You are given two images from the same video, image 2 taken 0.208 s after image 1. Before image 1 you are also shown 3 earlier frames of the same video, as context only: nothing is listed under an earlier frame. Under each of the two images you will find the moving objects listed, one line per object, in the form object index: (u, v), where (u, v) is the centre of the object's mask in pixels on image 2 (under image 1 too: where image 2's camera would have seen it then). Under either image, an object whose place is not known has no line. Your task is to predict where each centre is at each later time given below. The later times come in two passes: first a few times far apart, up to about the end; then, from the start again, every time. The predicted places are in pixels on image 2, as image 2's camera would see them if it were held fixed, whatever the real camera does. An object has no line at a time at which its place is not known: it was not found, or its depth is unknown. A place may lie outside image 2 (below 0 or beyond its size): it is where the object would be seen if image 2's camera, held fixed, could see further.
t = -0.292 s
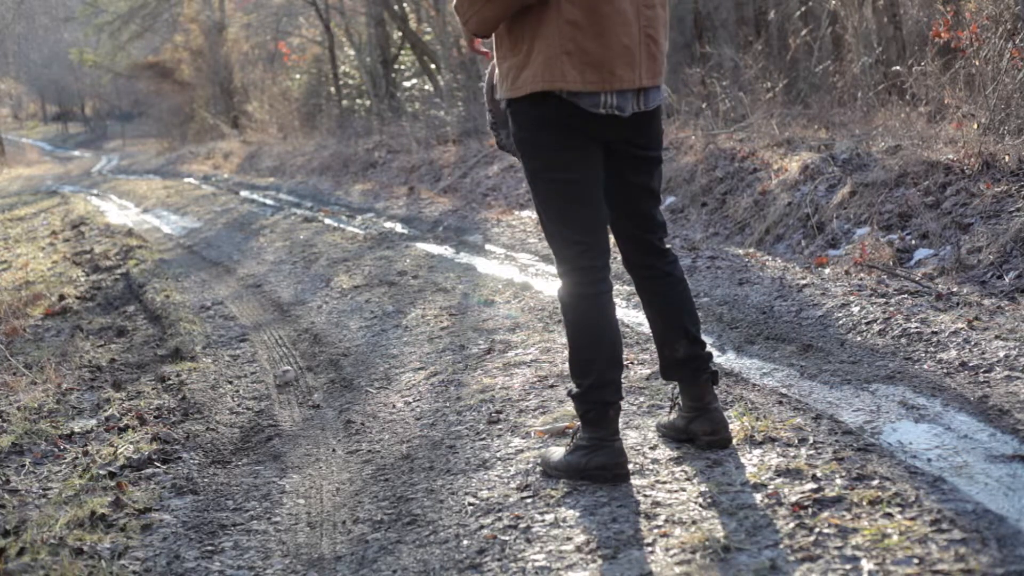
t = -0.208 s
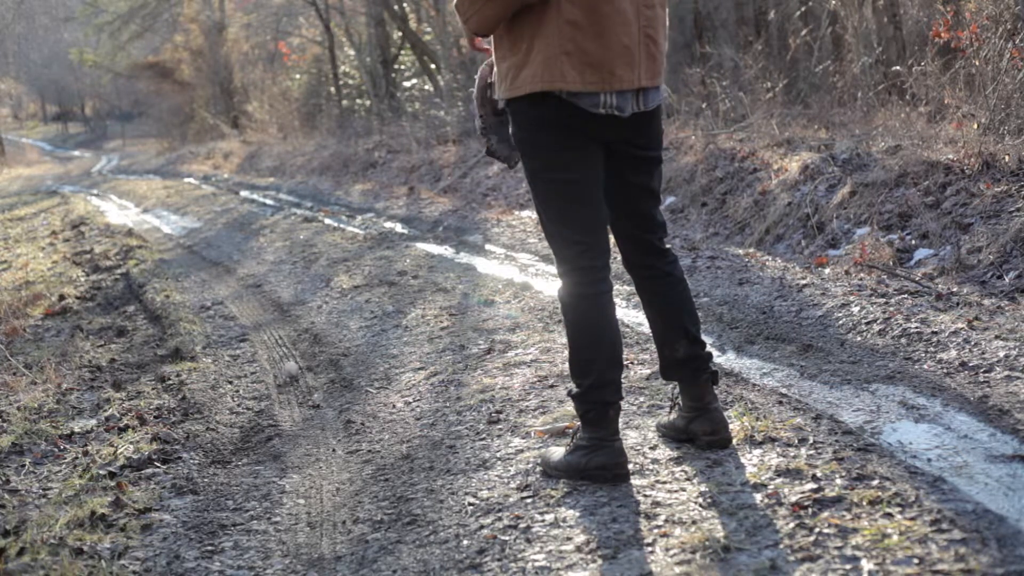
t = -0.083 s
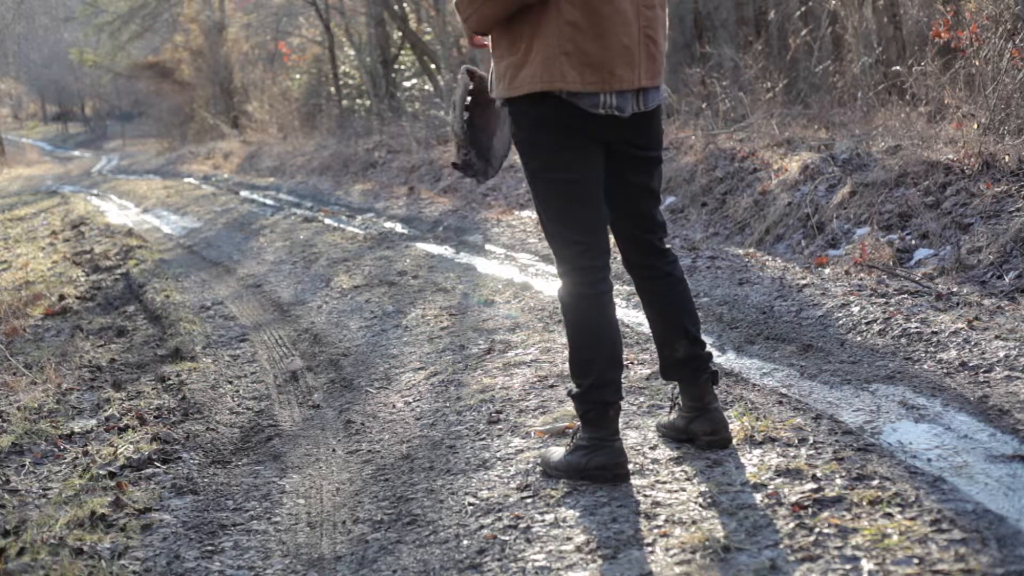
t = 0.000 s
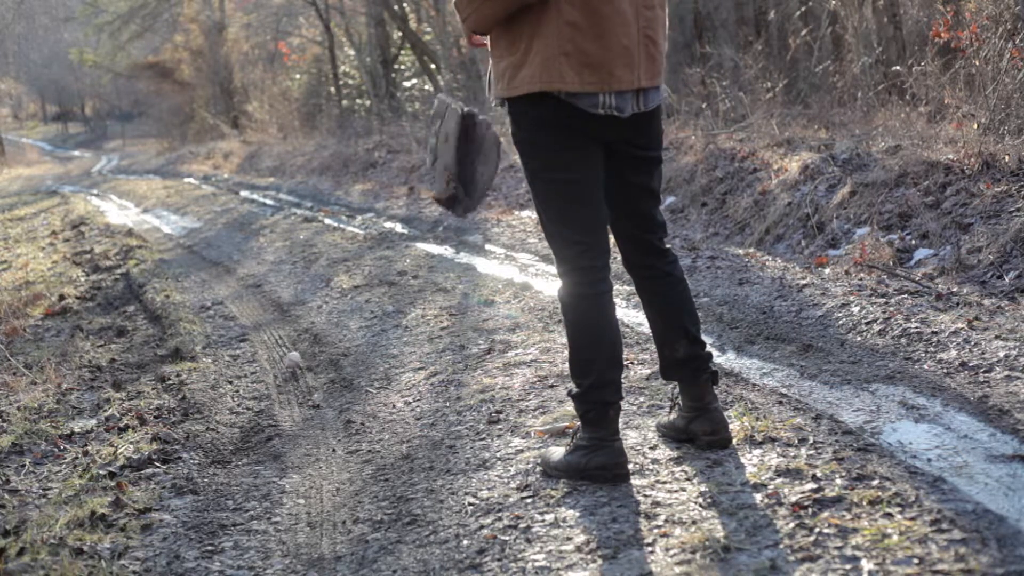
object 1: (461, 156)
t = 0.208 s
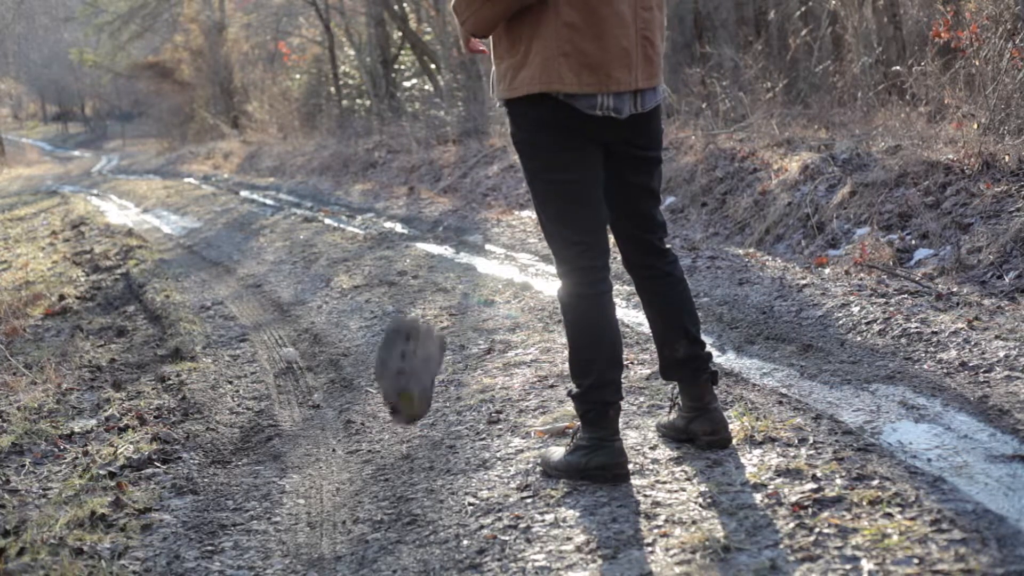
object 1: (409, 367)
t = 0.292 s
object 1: (396, 491)
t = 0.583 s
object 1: (405, 528)
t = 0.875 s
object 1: (424, 539)
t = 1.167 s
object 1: (427, 538)
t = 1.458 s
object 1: (427, 538)
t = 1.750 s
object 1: (427, 537)
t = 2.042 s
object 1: (427, 537)
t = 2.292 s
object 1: (427, 537)
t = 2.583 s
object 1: (428, 537)
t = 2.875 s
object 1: (428, 537)
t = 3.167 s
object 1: (428, 537)
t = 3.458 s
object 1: (428, 537)
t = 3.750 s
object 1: (428, 537)
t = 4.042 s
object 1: (428, 537)
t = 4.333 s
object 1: (428, 537)
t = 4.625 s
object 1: (428, 537)
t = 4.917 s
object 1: (428, 537)
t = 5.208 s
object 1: (428, 537)
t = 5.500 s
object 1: (428, 537)
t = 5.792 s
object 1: (428, 537)
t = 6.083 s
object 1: (427, 537)
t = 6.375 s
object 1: (427, 538)
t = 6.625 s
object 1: (427, 538)
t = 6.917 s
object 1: (427, 538)
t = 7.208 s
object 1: (427, 538)
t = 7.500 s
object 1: (427, 538)
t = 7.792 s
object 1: (427, 538)
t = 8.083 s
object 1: (427, 538)
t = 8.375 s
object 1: (427, 537)
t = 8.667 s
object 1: (427, 537)
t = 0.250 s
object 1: (401, 435)
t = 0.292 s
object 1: (396, 491)
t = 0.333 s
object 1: (388, 499)
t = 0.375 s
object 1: (384, 513)
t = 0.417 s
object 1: (384, 518)
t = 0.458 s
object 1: (386, 519)
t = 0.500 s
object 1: (390, 520)
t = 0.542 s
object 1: (396, 522)
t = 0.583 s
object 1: (405, 528)
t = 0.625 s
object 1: (413, 540)
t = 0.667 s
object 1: (417, 541)
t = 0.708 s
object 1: (421, 537)
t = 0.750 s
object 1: (422, 536)
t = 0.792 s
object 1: (422, 537)
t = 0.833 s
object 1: (423, 540)
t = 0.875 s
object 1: (424, 539)
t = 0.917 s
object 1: (426, 537)
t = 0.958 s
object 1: (428, 536)
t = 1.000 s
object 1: (428, 536)
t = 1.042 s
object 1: (427, 537)
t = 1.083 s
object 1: (427, 538)
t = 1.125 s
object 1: (427, 538)
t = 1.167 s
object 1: (427, 538)
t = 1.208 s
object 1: (427, 537)
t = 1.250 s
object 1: (427, 538)
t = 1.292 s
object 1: (427, 538)
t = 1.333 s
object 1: (427, 538)
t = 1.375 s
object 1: (427, 538)
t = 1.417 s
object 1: (427, 538)
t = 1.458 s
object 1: (427, 538)
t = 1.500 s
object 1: (427, 538)
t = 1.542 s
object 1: (427, 538)
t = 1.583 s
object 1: (427, 538)
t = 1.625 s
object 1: (427, 537)
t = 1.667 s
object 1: (427, 537)
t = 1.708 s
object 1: (427, 537)
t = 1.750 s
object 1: (427, 537)
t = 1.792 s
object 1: (427, 537)
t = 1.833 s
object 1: (427, 537)
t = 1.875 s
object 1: (427, 537)
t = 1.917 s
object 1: (427, 537)
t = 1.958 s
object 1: (427, 537)
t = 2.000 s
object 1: (427, 537)
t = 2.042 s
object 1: (427, 537)
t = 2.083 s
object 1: (427, 537)
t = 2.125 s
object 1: (427, 537)
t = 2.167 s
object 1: (427, 537)
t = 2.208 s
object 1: (427, 537)
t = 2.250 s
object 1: (427, 537)
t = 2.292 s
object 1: (427, 537)
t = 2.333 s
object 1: (427, 537)
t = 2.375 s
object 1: (427, 537)
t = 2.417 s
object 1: (427, 537)
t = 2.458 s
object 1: (428, 537)
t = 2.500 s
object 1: (428, 537)
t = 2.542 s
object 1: (428, 537)
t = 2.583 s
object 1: (428, 537)
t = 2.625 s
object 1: (428, 537)
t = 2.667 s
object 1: (428, 537)
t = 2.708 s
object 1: (428, 537)
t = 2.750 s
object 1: (428, 537)
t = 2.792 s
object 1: (428, 537)
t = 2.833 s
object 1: (428, 537)
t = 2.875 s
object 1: (428, 537)
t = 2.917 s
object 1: (428, 537)
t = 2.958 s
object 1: (428, 537)
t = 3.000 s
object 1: (428, 537)
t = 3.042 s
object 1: (428, 537)
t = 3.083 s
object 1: (428, 537)
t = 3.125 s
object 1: (428, 537)
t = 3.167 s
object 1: (428, 537)
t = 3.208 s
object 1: (428, 537)
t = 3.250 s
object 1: (428, 537)
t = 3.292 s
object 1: (428, 537)
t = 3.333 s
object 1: (428, 537)
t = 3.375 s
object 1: (428, 537)
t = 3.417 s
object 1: (428, 537)
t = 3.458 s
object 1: (428, 537)
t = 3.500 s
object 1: (428, 537)
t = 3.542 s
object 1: (428, 537)
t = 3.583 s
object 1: (428, 537)
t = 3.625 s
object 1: (428, 537)
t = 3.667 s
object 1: (428, 537)
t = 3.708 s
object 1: (428, 537)
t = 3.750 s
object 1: (428, 537)
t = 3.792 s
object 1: (428, 537)
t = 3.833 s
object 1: (428, 537)
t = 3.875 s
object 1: (428, 537)
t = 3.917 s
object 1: (428, 537)
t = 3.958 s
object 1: (428, 537)
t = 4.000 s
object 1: (428, 537)
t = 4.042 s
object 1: (428, 537)
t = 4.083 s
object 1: (428, 537)
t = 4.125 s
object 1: (428, 537)
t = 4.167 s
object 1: (428, 537)
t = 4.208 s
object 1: (428, 538)
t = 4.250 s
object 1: (428, 538)
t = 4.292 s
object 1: (428, 537)
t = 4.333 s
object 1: (428, 537)
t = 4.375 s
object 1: (428, 537)
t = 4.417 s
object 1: (428, 537)
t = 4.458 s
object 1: (428, 537)
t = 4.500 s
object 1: (428, 537)
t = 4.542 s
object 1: (428, 537)
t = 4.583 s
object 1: (427, 537)
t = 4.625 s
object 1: (428, 537)
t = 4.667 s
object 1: (428, 537)
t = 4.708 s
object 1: (428, 537)
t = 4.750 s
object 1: (428, 537)
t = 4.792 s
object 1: (428, 537)
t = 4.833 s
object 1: (428, 537)
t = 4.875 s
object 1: (428, 537)
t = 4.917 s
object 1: (428, 537)
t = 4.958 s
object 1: (428, 537)
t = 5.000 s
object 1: (428, 537)
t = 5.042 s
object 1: (428, 537)
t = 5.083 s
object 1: (428, 537)
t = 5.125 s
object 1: (428, 537)
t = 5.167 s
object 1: (428, 537)
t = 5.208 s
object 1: (428, 537)
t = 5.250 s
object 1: (428, 537)
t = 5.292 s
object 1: (428, 537)
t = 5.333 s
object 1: (428, 537)
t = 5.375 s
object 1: (428, 537)
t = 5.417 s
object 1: (428, 537)
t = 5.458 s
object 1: (428, 537)
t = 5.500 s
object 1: (428, 537)
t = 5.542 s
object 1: (428, 537)
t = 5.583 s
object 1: (428, 537)
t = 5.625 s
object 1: (427, 537)
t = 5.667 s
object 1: (428, 537)
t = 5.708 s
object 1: (428, 537)
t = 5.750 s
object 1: (428, 537)
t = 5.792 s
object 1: (428, 537)
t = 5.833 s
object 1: (428, 537)
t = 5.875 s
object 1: (428, 537)
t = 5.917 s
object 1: (427, 537)
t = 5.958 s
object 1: (428, 537)
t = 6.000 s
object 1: (428, 537)
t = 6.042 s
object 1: (427, 537)
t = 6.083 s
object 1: (427, 537)
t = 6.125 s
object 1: (428, 537)
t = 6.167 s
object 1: (427, 537)
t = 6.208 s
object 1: (427, 537)
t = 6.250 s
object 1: (427, 538)
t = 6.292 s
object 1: (427, 538)
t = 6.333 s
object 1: (427, 538)
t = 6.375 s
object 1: (427, 538)
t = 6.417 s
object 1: (427, 538)
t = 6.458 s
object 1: (427, 538)
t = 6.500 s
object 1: (427, 538)
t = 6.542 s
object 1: (427, 538)
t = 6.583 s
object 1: (427, 538)
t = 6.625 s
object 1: (427, 538)
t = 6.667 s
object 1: (427, 538)
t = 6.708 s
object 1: (427, 538)
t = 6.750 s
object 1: (427, 538)
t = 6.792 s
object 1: (427, 538)
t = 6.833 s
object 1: (427, 538)
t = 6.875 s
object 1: (427, 538)
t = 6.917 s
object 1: (427, 538)
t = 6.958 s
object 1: (427, 538)
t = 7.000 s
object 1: (427, 538)
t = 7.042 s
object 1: (427, 538)
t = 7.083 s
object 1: (427, 538)
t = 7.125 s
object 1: (427, 538)
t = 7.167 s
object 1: (427, 538)
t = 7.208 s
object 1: (427, 538)
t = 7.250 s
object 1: (427, 538)
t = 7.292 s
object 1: (427, 538)
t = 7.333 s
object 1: (427, 538)
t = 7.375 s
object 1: (427, 538)
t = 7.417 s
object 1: (427, 538)
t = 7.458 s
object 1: (427, 538)
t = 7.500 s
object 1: (427, 538)
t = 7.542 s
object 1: (427, 537)
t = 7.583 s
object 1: (427, 538)
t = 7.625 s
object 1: (427, 538)
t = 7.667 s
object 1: (427, 538)
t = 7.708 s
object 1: (427, 538)
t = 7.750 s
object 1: (427, 538)
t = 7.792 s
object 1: (427, 538)
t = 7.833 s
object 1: (427, 538)
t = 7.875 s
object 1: (427, 538)
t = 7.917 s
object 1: (427, 538)
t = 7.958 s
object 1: (427, 538)
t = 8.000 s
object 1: (427, 538)
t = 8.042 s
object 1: (427, 538)
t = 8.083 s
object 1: (427, 538)
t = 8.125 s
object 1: (427, 538)
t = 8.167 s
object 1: (427, 538)
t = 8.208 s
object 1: (427, 538)
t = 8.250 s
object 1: (427, 538)
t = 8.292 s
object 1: (427, 537)
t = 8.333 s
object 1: (427, 537)
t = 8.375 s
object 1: (427, 537)
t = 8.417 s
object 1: (427, 537)
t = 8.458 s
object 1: (427, 537)
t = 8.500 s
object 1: (427, 537)
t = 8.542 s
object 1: (427, 537)
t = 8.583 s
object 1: (427, 537)
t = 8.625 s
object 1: (427, 537)
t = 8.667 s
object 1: (427, 537)
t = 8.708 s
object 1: (427, 537)
